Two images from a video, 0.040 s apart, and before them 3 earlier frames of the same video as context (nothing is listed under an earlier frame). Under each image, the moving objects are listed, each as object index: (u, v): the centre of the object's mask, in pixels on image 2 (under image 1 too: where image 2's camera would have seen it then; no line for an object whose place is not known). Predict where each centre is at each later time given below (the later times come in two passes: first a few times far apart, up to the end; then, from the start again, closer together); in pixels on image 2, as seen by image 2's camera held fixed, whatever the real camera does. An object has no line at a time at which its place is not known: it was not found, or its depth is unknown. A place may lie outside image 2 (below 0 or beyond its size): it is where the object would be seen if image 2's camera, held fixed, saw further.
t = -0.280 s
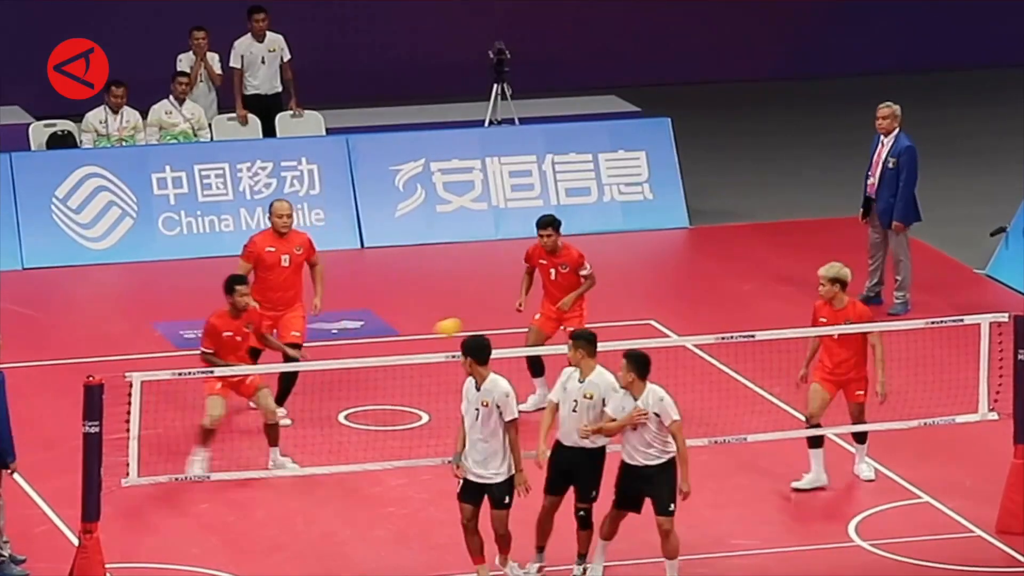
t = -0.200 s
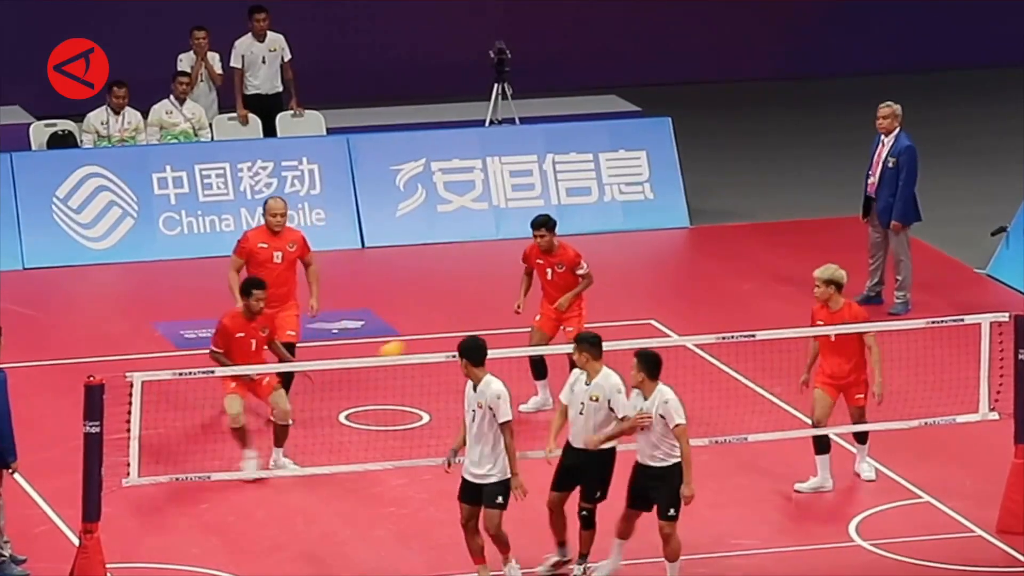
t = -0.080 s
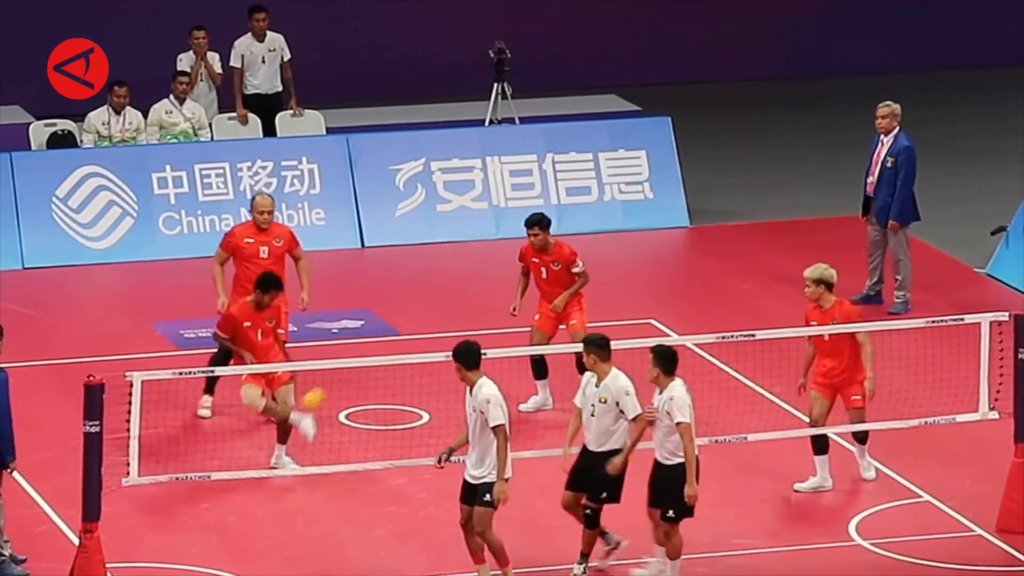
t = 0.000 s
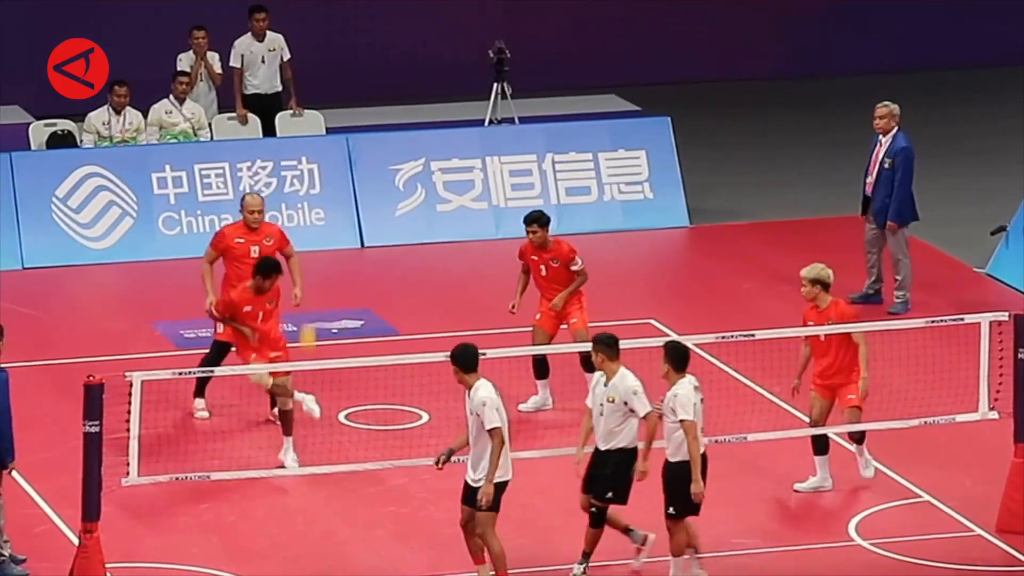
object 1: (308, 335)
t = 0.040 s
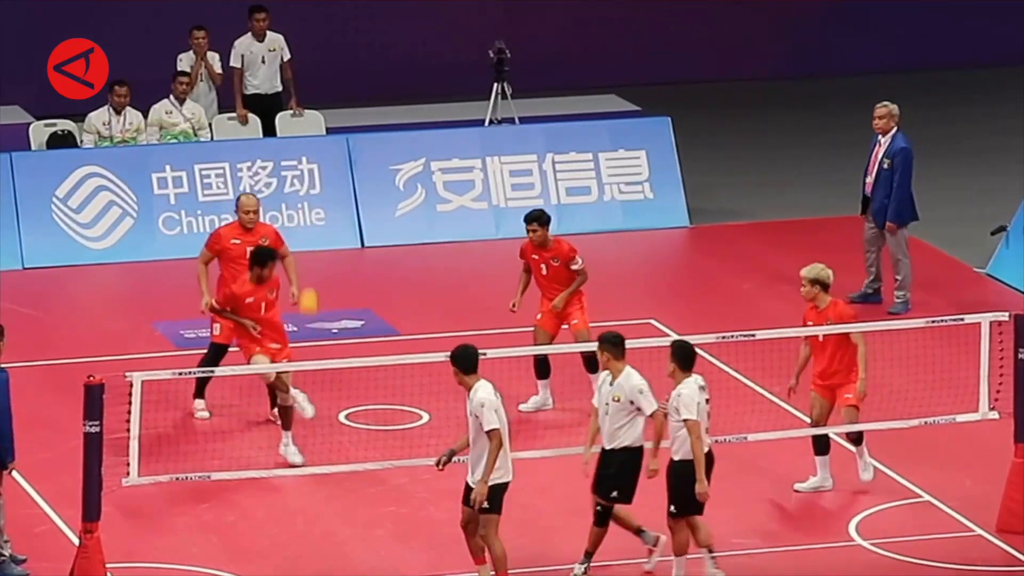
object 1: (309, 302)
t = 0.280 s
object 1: (315, 138)
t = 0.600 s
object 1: (322, 49)
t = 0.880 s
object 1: (330, 81)
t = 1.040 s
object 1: (335, 141)
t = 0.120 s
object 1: (311, 238)
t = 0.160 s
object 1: (313, 208)
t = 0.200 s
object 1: (313, 185)
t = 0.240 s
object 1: (314, 158)
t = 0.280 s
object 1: (315, 138)
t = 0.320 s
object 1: (316, 119)
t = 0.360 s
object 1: (316, 102)
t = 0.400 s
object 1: (317, 89)
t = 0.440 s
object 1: (318, 76)
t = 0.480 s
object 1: (319, 66)
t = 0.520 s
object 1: (320, 58)
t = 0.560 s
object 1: (321, 53)
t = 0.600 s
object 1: (322, 49)
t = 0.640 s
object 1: (323, 48)
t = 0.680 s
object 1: (324, 48)
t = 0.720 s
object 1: (325, 51)
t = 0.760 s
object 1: (326, 55)
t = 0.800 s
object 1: (327, 62)
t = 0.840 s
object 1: (328, 71)
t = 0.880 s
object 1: (330, 81)
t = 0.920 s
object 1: (331, 94)
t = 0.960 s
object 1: (332, 107)
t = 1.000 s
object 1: (334, 124)
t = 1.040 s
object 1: (335, 141)
